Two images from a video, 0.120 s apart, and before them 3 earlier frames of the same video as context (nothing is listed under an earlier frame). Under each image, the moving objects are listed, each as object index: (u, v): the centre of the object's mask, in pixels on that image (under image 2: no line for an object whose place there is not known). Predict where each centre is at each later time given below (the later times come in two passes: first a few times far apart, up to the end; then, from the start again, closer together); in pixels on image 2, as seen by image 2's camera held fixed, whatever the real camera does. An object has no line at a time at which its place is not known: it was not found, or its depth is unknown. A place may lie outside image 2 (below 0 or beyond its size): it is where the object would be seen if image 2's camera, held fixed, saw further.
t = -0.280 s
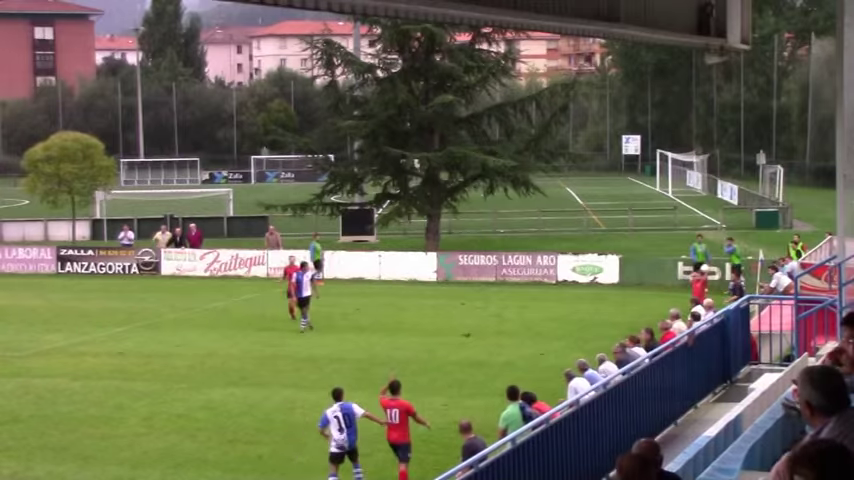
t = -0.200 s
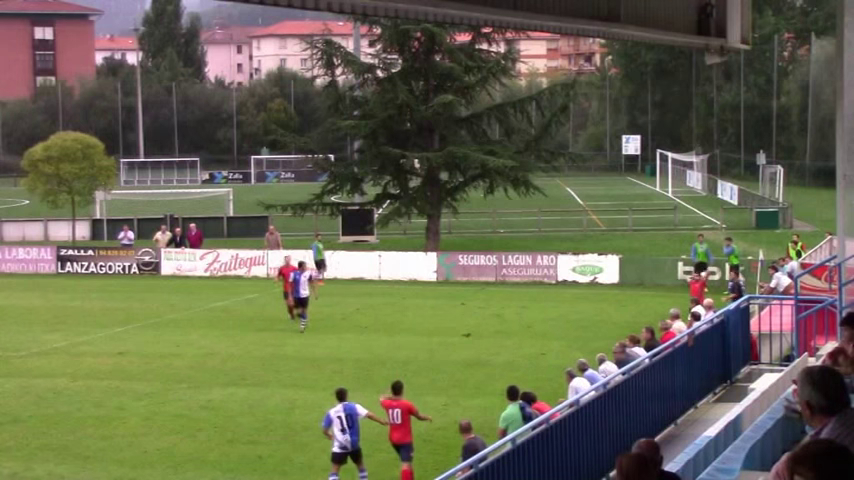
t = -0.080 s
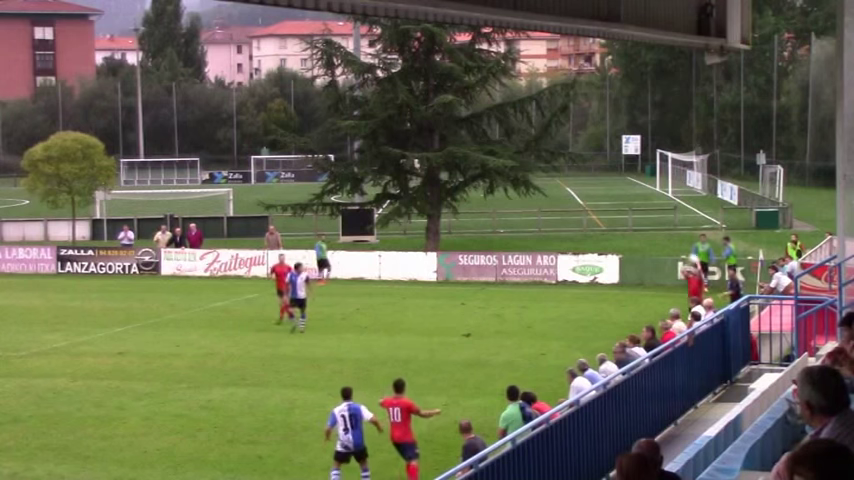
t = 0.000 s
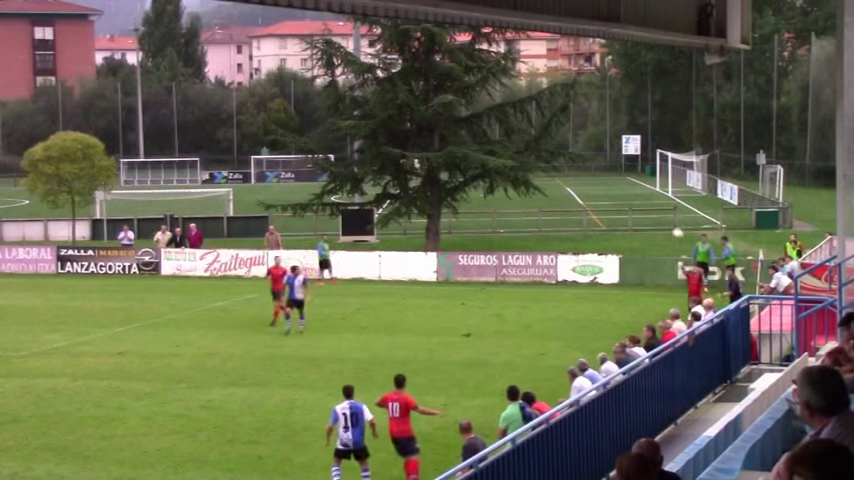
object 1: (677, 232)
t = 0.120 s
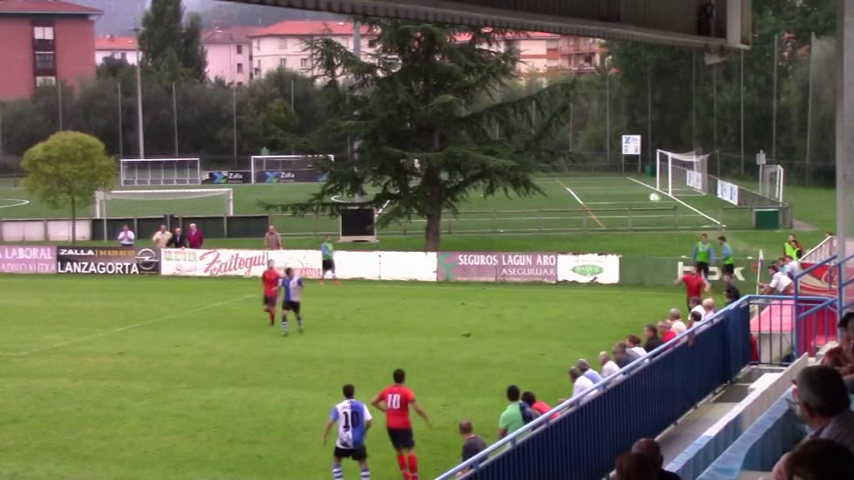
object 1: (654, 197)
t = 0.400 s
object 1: (595, 136)
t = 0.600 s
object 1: (549, 111)
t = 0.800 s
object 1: (500, 106)
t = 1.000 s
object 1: (448, 120)
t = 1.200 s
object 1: (392, 159)
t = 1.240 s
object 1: (381, 169)
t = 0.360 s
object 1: (604, 143)
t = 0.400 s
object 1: (595, 136)
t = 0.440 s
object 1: (586, 130)
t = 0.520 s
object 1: (568, 119)
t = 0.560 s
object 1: (559, 115)
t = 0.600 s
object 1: (549, 111)
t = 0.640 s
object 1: (540, 109)
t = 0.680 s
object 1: (530, 107)
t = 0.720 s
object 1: (520, 106)
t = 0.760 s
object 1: (511, 105)
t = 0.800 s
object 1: (500, 106)
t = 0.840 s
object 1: (490, 107)
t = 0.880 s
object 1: (480, 109)
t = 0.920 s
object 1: (469, 111)
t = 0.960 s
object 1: (459, 115)
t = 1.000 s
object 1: (448, 120)
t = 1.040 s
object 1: (437, 126)
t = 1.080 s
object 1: (426, 133)
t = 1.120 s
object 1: (415, 141)
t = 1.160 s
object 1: (404, 149)
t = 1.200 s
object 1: (392, 159)
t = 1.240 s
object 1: (381, 169)
